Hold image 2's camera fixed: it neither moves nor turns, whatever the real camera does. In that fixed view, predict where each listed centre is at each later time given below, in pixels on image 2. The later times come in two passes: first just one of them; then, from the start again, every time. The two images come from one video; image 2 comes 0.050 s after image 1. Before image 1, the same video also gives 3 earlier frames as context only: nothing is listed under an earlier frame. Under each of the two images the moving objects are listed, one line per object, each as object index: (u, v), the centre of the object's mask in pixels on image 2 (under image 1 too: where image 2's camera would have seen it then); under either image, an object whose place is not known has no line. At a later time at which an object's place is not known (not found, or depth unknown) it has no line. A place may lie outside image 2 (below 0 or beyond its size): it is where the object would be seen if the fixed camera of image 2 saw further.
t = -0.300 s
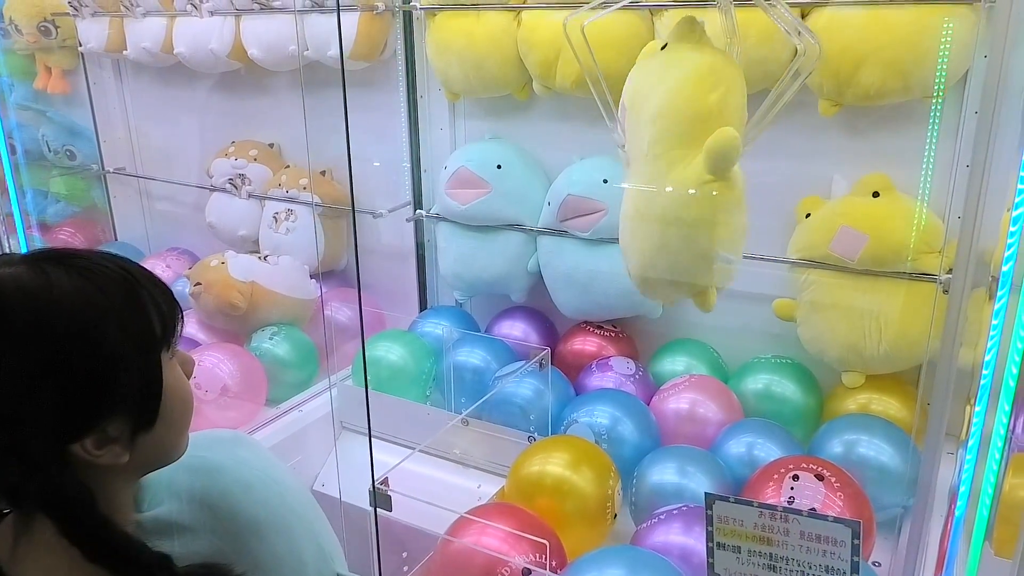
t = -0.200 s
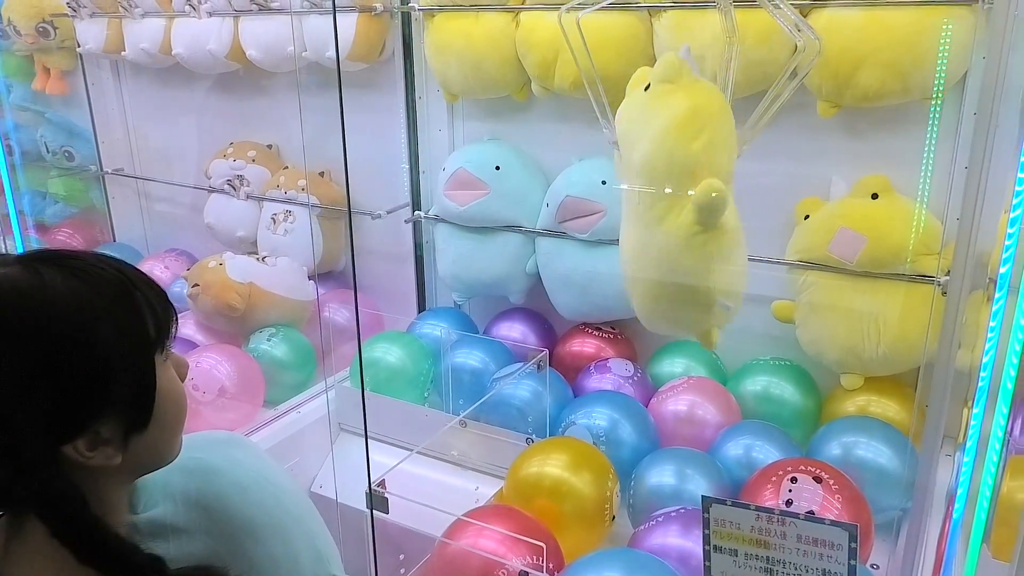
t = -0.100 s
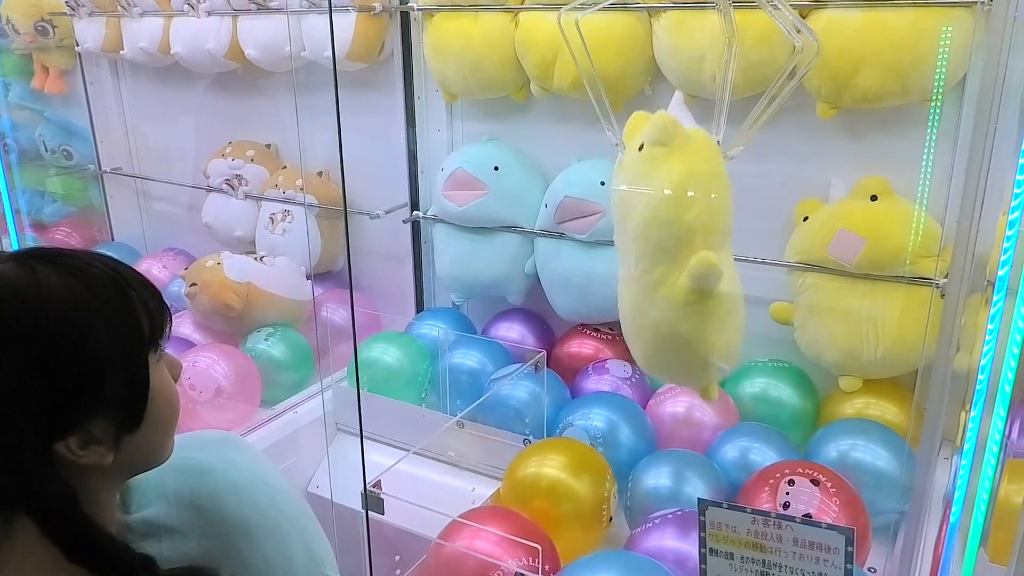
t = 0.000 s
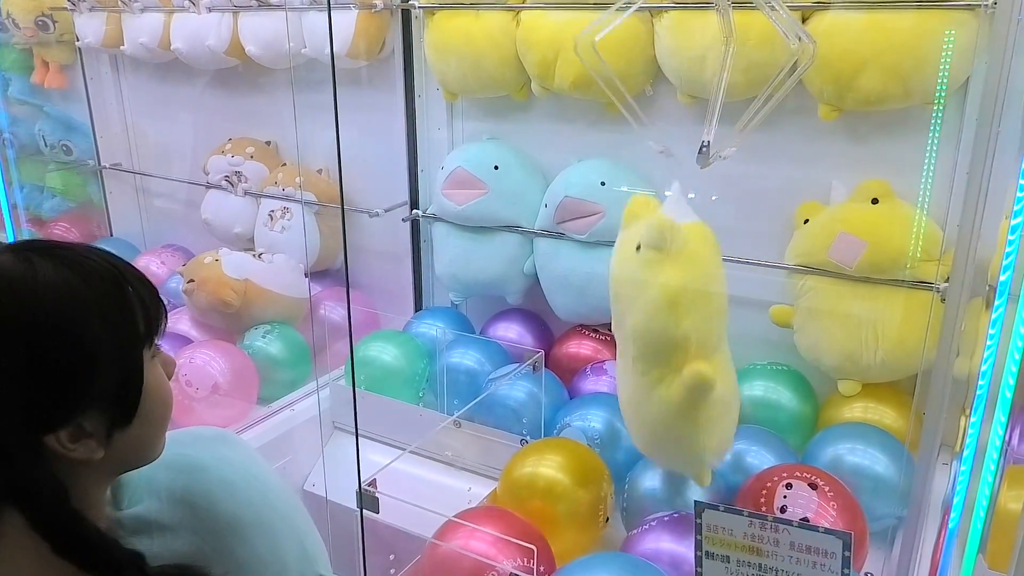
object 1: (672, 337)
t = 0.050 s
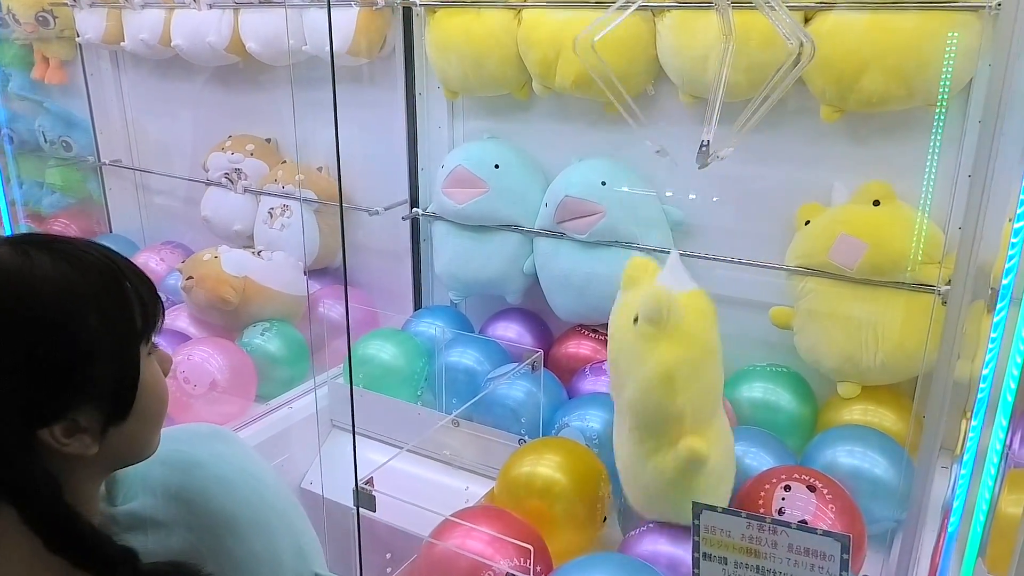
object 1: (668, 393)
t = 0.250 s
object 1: (623, 393)
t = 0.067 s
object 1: (667, 411)
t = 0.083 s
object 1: (666, 423)
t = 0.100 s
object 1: (665, 430)
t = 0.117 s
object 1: (663, 432)
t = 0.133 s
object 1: (660, 429)
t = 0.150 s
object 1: (656, 423)
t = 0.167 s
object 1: (651, 416)
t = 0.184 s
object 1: (646, 410)
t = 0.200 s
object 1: (641, 404)
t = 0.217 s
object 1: (635, 400)
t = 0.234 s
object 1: (629, 396)
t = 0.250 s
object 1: (623, 393)
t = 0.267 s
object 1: (617, 393)
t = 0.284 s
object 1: (611, 393)
